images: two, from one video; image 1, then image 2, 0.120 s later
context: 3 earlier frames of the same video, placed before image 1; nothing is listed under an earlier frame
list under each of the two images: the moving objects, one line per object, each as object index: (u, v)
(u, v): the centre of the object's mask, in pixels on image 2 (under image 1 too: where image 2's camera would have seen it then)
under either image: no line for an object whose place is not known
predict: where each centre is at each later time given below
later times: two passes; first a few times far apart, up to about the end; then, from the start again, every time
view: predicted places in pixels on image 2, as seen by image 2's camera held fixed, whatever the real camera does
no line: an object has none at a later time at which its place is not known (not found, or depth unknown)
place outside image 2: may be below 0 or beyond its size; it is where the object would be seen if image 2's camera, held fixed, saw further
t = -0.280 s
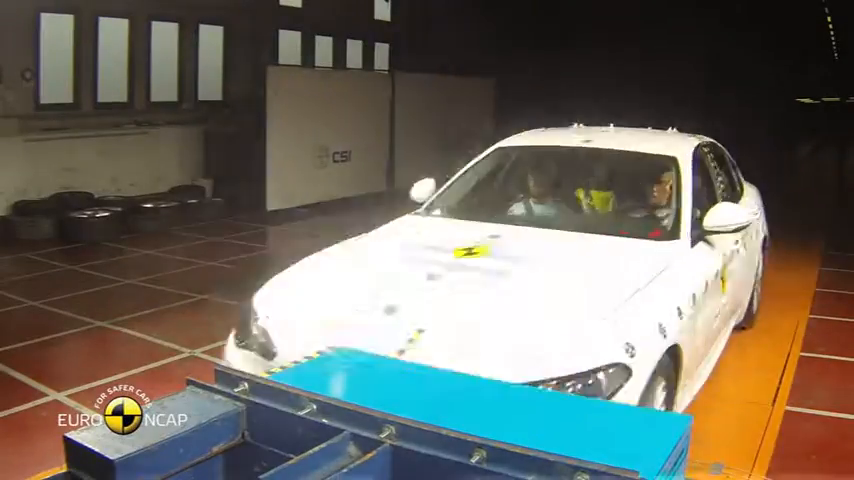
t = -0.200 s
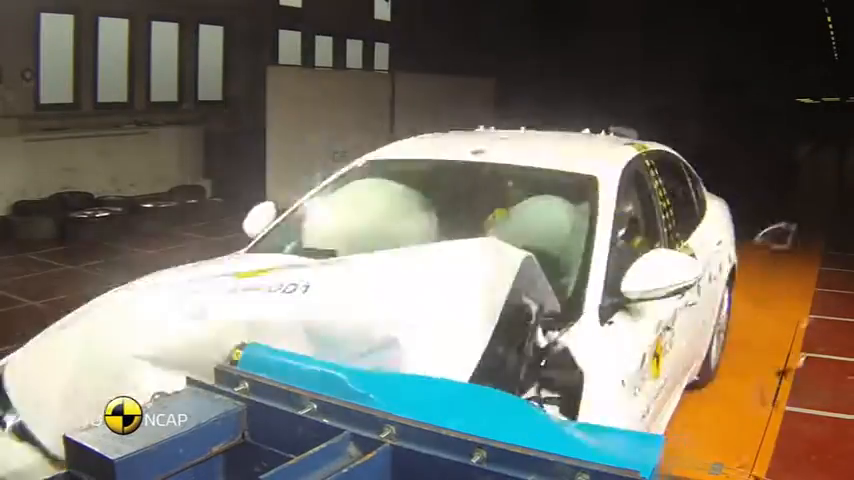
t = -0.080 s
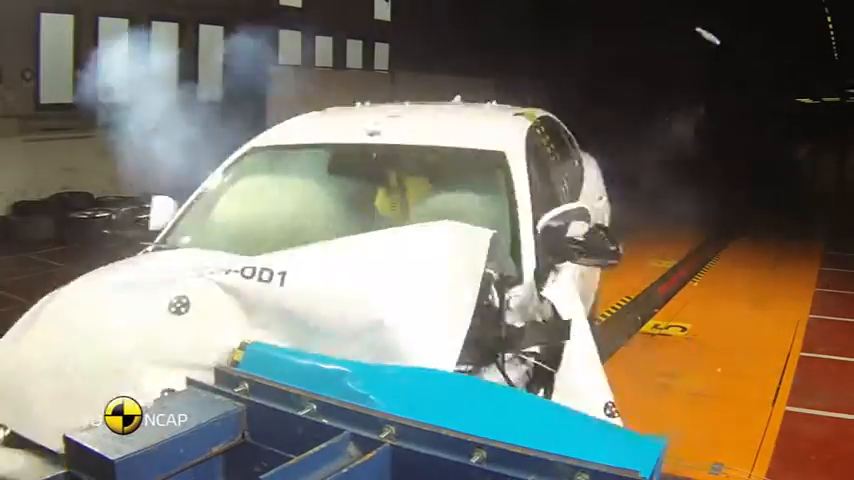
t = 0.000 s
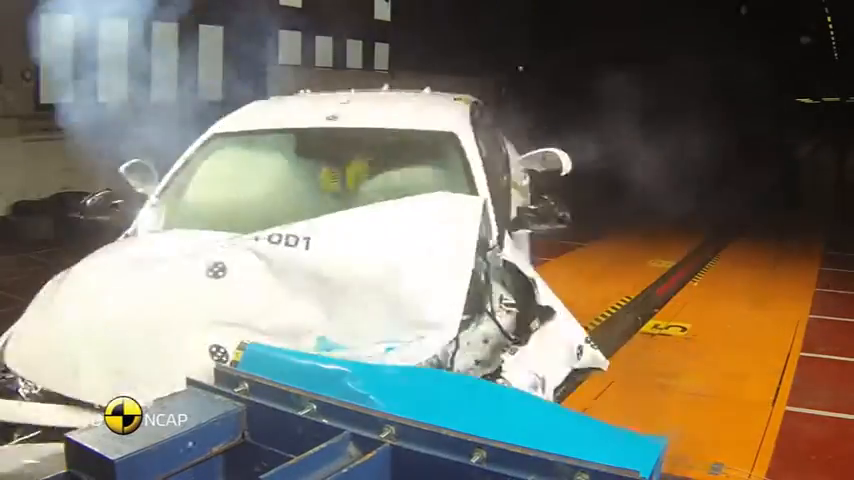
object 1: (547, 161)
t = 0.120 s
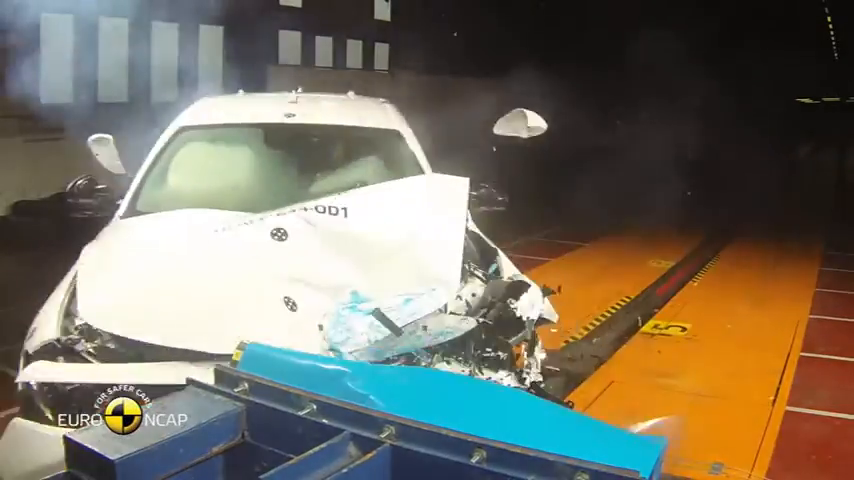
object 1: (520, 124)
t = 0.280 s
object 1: (501, 126)
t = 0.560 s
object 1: (493, 202)
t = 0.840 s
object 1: (480, 221)
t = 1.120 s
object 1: (463, 191)
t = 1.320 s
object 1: (453, 209)
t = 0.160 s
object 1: (514, 121)
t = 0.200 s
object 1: (509, 120)
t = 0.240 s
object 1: (505, 122)
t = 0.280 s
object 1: (501, 126)
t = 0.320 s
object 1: (497, 131)
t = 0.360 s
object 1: (494, 140)
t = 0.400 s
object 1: (492, 150)
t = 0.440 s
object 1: (492, 162)
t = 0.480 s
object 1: (493, 174)
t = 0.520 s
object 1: (494, 188)
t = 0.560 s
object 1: (493, 202)
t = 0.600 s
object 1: (492, 214)
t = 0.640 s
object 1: (491, 229)
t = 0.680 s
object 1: (490, 243)
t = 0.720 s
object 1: (488, 258)
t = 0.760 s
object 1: (484, 249)
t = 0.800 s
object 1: (484, 235)
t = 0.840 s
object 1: (480, 221)
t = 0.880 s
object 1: (480, 210)
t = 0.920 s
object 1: (474, 204)
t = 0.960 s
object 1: (471, 198)
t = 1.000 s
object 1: (469, 195)
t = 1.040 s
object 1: (468, 194)
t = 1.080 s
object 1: (465, 191)
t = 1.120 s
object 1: (463, 191)
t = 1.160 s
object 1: (464, 193)
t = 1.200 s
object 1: (463, 194)
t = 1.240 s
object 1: (460, 196)
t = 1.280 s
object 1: (456, 200)
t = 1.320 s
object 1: (453, 209)
